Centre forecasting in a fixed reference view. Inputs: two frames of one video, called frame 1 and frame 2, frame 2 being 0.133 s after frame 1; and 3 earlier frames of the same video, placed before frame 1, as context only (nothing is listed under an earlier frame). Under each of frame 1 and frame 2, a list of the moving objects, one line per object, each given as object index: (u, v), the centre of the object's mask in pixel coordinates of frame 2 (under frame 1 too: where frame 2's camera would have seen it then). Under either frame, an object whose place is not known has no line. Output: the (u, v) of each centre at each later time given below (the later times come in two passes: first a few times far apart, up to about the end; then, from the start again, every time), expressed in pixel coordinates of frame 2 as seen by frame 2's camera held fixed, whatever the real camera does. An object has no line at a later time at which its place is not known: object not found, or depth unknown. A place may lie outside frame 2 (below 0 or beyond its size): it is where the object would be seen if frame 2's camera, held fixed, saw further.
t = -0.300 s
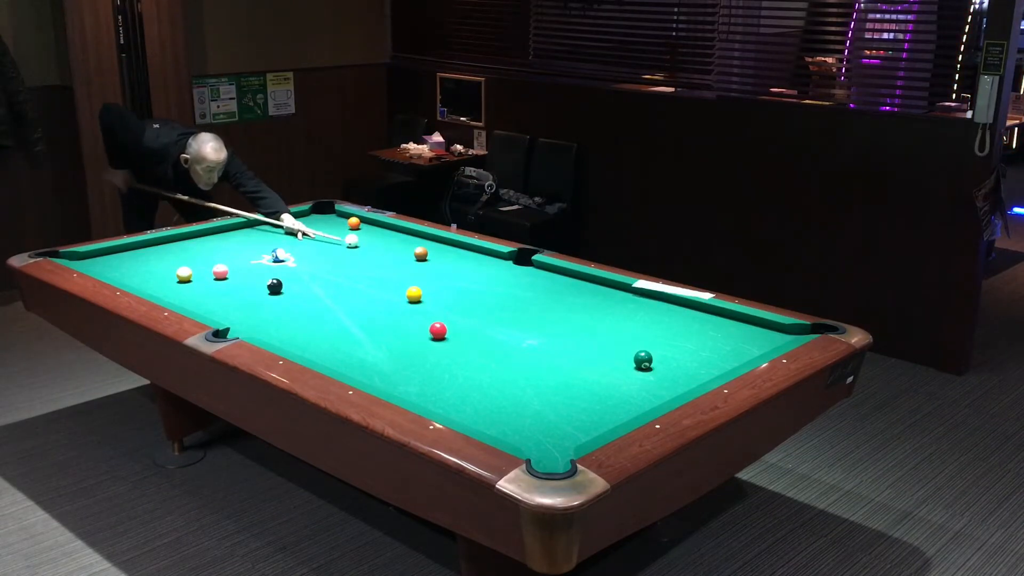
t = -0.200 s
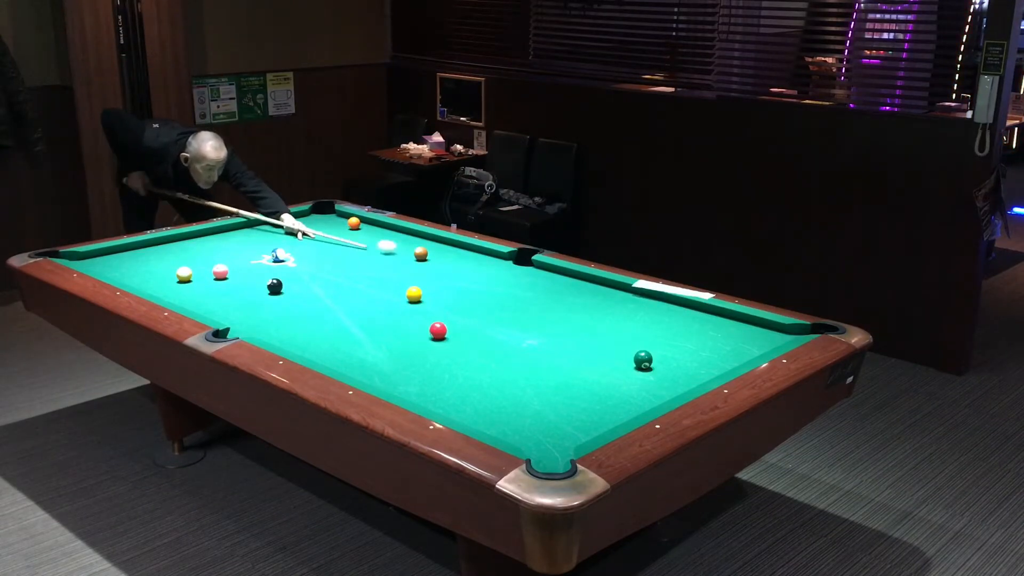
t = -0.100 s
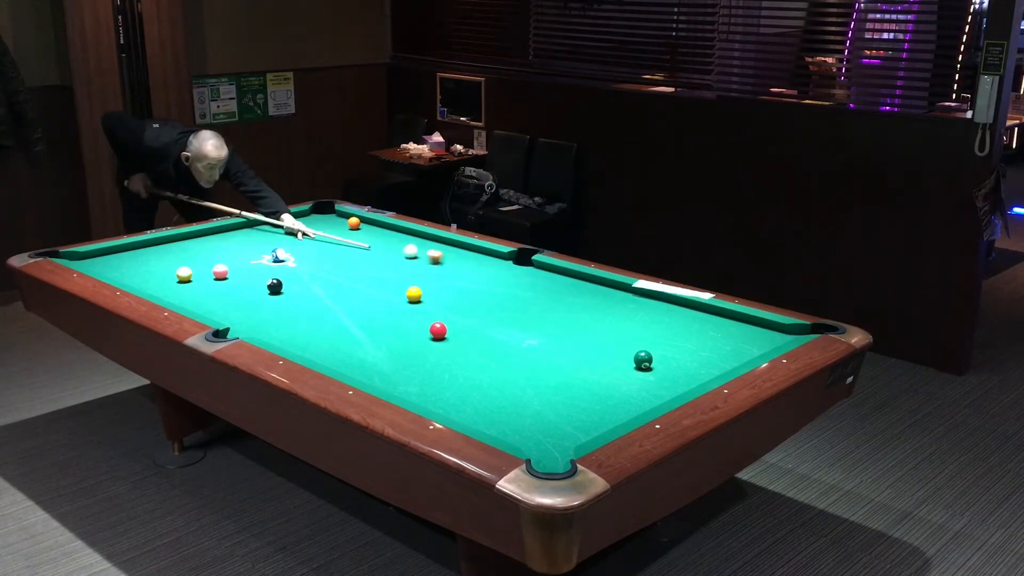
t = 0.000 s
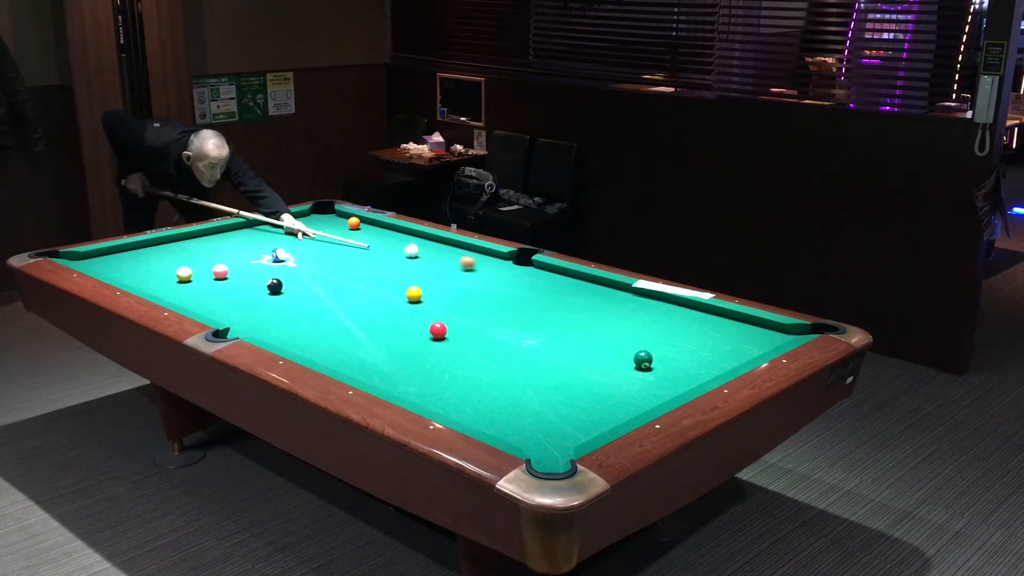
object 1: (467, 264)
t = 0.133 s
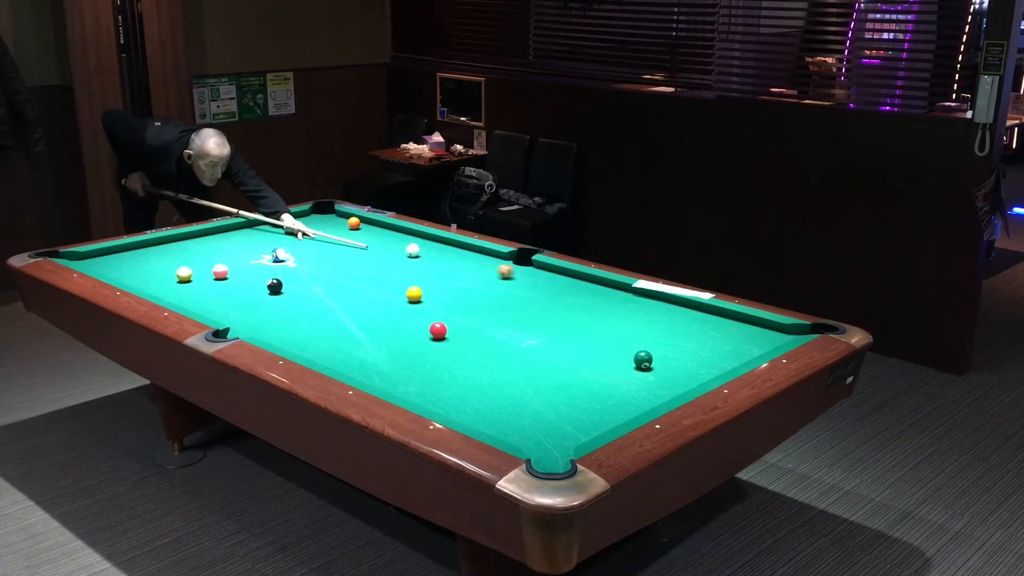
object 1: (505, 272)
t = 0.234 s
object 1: (534, 278)
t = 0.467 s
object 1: (604, 292)
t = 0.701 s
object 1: (681, 308)
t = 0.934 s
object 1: (763, 326)
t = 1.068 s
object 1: (811, 332)
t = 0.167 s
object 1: (515, 274)
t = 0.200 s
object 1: (524, 276)
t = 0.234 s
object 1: (534, 278)
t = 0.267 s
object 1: (545, 280)
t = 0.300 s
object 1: (554, 282)
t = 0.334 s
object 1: (563, 284)
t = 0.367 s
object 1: (573, 286)
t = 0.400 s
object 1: (584, 288)
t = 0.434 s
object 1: (594, 290)
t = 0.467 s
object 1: (604, 292)
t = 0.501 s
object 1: (614, 294)
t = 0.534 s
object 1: (626, 297)
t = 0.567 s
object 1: (637, 299)
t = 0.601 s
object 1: (647, 301)
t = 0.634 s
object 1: (658, 303)
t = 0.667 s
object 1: (670, 306)
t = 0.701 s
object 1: (681, 308)
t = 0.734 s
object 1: (691, 310)
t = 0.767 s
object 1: (703, 313)
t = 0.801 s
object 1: (715, 315)
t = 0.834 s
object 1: (727, 318)
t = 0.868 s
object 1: (739, 320)
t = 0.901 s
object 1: (750, 323)
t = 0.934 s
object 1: (763, 326)
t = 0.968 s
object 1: (776, 328)
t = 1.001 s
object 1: (788, 330)
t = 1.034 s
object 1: (800, 330)
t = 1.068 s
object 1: (811, 332)
